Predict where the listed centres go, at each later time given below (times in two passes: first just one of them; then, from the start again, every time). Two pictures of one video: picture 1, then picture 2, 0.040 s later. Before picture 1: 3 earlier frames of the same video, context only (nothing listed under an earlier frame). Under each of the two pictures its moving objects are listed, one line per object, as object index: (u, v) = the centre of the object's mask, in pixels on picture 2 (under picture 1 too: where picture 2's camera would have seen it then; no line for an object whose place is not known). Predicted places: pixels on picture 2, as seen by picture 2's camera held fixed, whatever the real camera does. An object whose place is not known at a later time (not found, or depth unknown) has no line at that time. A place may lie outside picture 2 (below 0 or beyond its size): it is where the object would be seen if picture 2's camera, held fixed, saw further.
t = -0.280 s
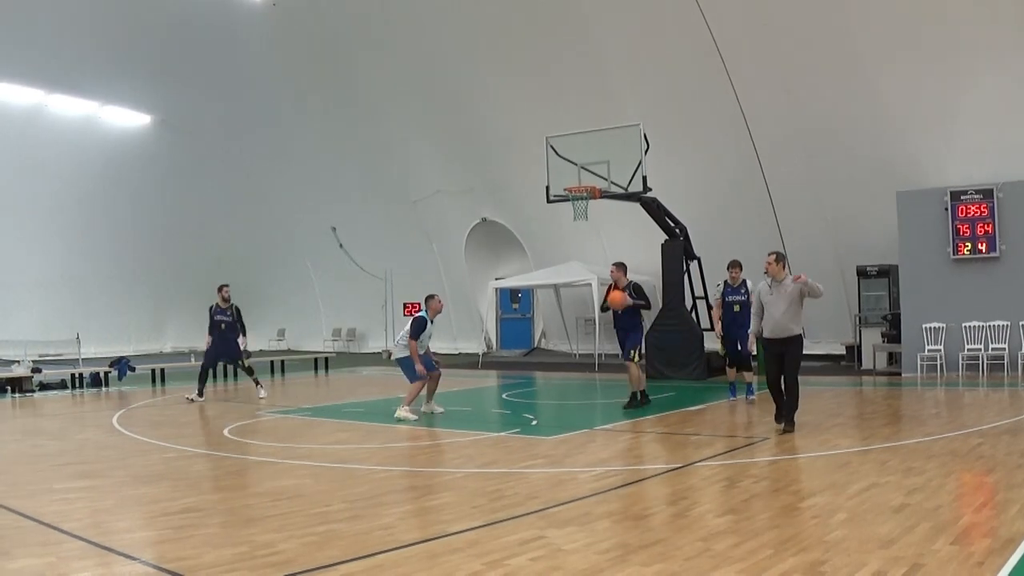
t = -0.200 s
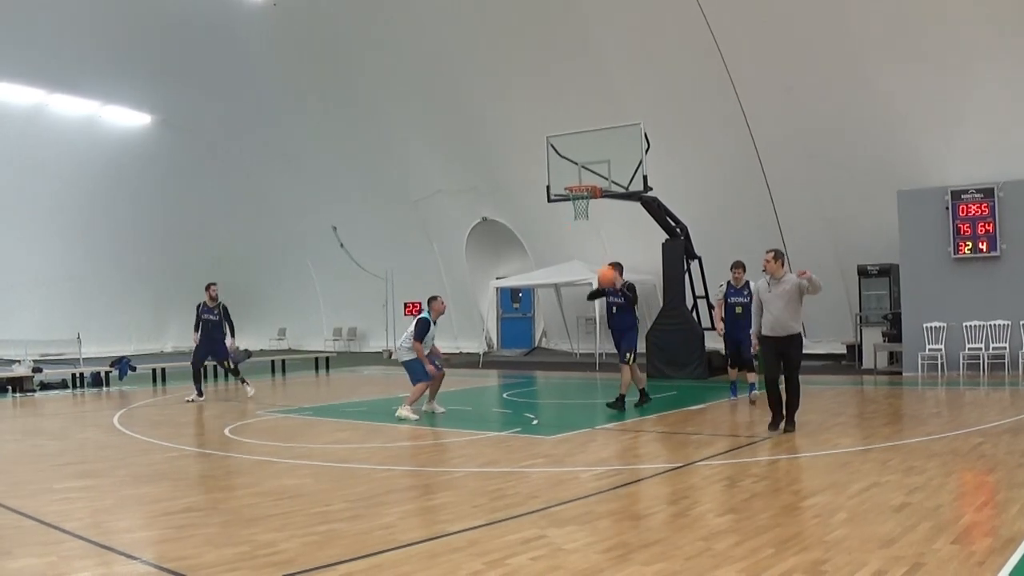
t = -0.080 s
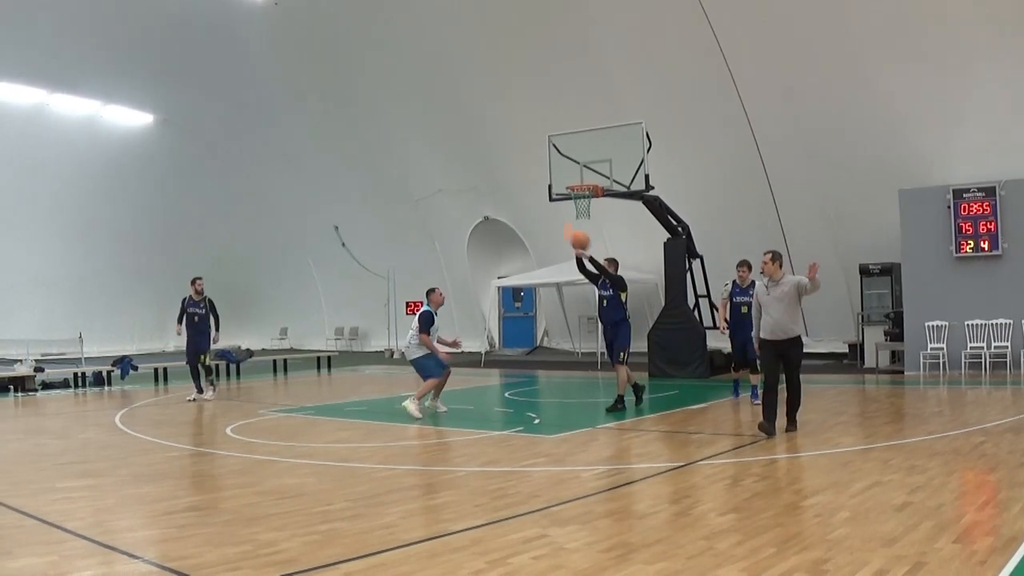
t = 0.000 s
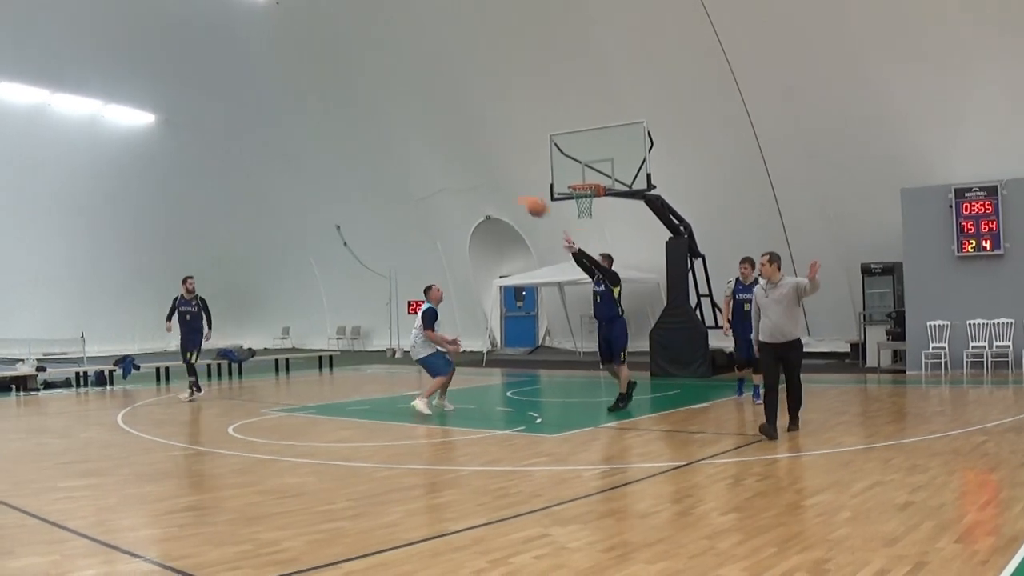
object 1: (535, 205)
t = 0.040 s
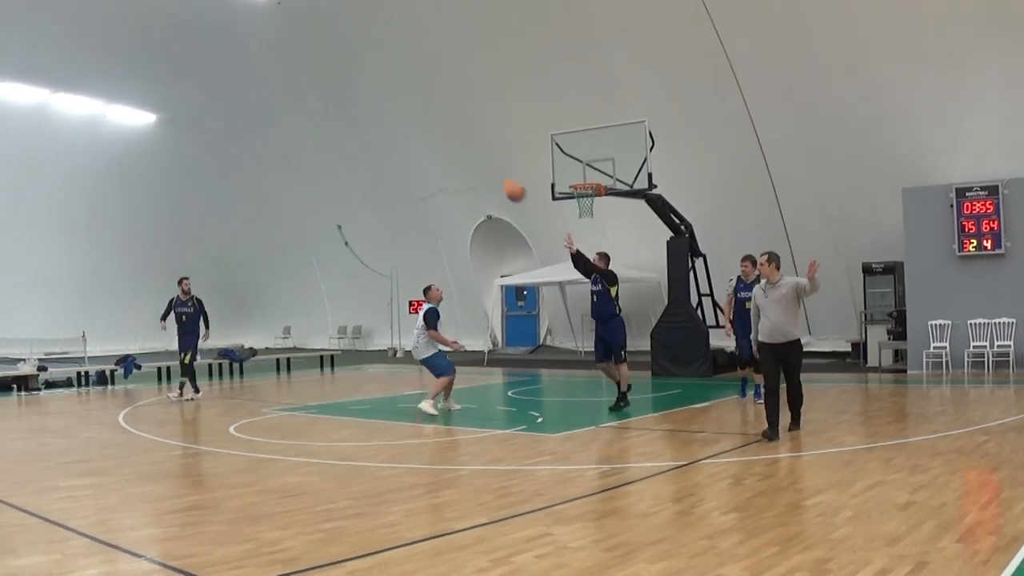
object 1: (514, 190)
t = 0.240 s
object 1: (405, 136)
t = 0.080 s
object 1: (491, 177)
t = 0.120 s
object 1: (469, 164)
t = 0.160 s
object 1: (449, 155)
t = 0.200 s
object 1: (427, 145)
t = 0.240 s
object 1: (405, 136)
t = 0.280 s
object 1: (386, 131)
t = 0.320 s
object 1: (367, 124)
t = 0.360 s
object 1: (347, 119)
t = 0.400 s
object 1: (328, 115)
